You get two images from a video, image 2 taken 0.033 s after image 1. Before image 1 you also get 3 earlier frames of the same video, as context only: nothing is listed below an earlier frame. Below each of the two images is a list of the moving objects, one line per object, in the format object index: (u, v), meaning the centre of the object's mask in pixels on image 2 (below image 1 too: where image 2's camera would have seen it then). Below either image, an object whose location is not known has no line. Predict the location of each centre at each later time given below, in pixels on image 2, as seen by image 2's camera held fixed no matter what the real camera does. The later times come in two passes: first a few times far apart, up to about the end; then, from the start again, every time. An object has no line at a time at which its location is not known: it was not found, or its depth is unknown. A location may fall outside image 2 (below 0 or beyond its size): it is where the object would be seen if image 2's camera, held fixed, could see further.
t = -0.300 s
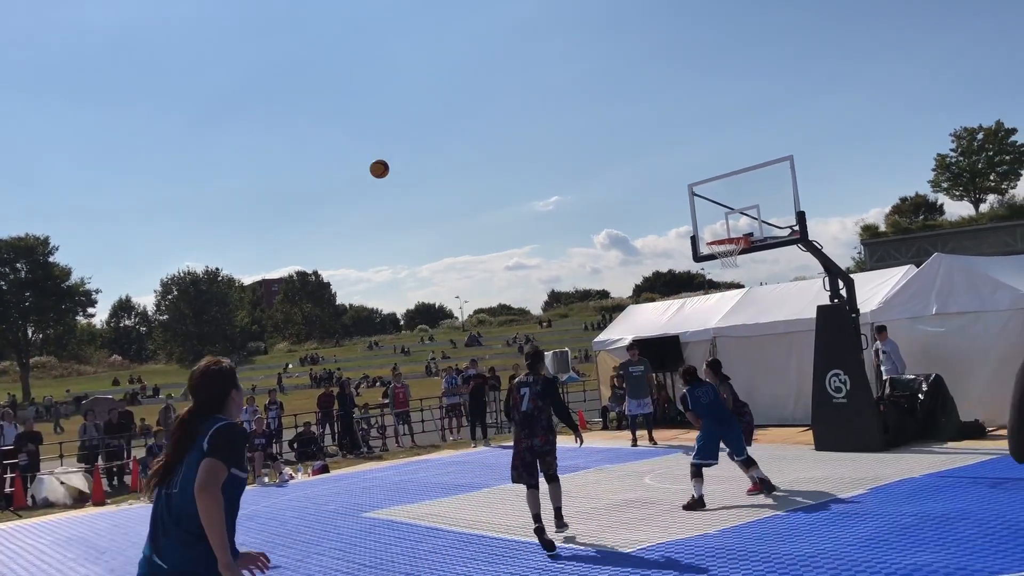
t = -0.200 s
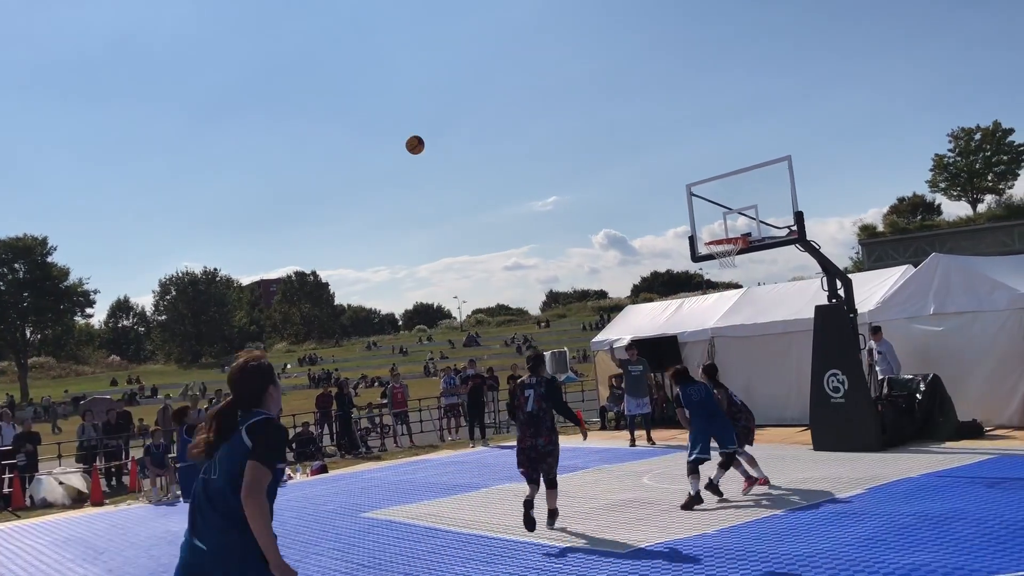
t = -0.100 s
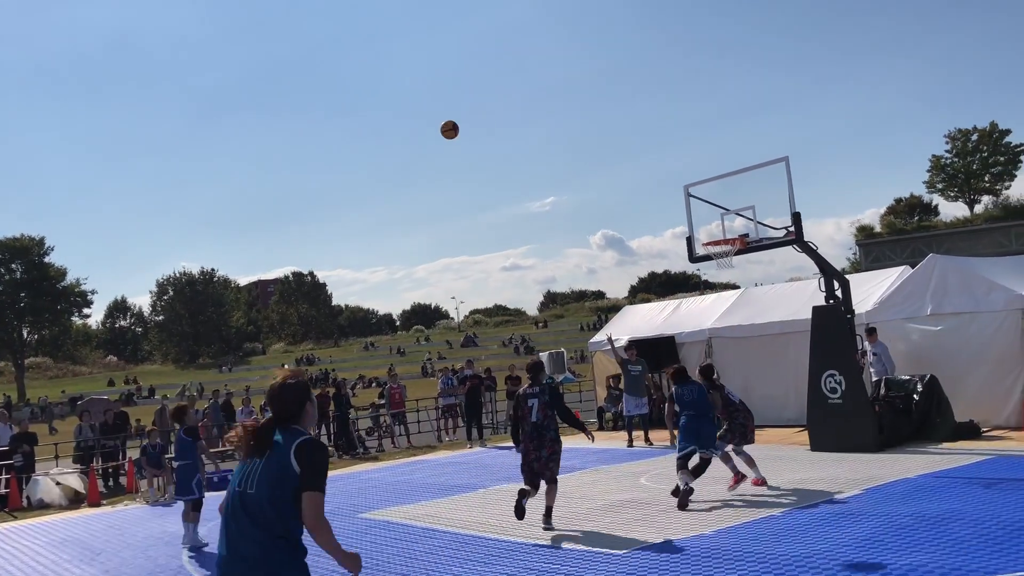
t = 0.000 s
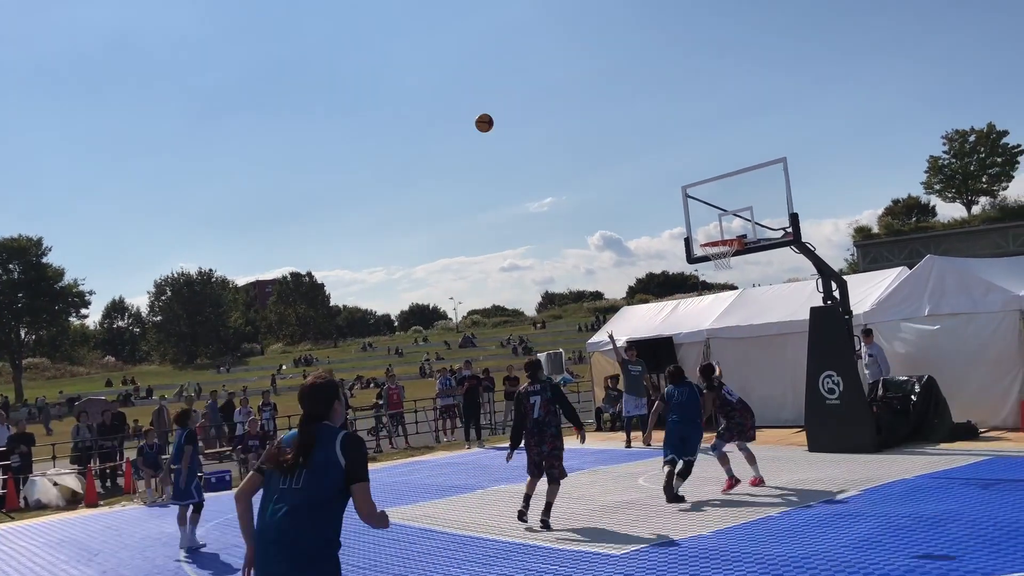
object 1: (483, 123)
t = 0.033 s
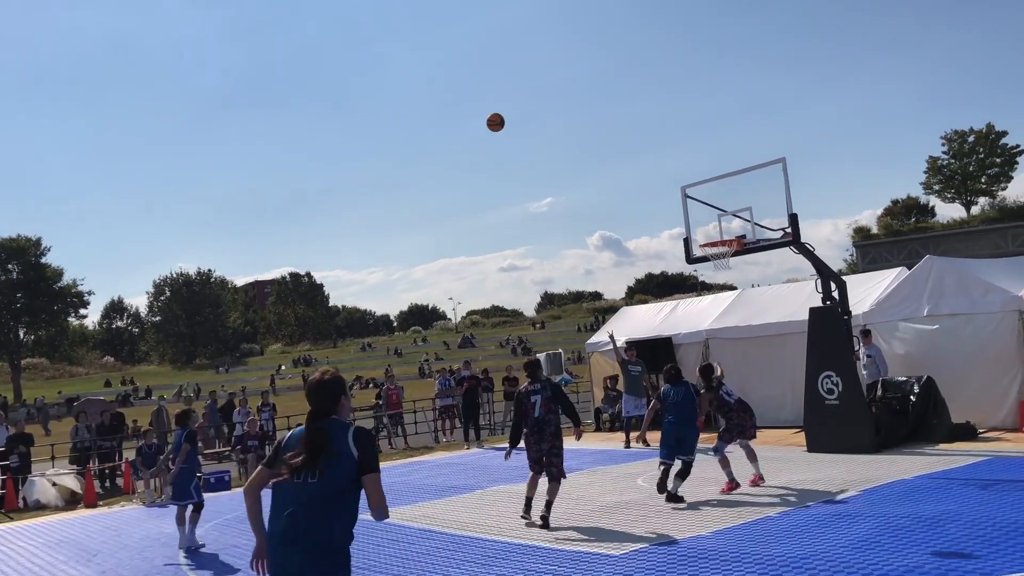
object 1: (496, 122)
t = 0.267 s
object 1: (578, 141)
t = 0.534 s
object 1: (670, 211)
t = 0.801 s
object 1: (675, 199)
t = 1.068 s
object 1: (648, 185)
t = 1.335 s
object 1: (628, 218)
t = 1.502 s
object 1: (617, 262)
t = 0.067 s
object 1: (508, 123)
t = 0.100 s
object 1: (520, 124)
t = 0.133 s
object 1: (531, 125)
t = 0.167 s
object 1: (543, 128)
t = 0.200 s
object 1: (555, 131)
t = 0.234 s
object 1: (567, 136)
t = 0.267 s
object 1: (578, 141)
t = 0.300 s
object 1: (590, 147)
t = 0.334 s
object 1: (602, 154)
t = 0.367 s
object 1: (613, 162)
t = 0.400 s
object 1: (625, 170)
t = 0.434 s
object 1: (636, 179)
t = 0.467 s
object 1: (648, 189)
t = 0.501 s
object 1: (659, 200)
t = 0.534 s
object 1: (670, 211)
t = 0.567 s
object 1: (682, 223)
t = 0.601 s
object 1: (694, 236)
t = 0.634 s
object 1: (695, 235)
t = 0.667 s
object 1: (691, 226)
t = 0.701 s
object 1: (686, 218)
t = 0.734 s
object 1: (682, 211)
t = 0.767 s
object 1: (679, 205)
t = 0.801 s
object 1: (675, 199)
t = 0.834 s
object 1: (671, 194)
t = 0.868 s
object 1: (668, 191)
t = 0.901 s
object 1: (664, 188)
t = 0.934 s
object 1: (661, 185)
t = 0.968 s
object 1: (658, 184)
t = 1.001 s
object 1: (654, 184)
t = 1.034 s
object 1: (651, 184)
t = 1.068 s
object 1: (648, 185)
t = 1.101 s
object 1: (646, 186)
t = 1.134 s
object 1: (643, 189)
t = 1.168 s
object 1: (640, 192)
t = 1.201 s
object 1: (637, 196)
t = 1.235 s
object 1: (635, 200)
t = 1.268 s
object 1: (632, 206)
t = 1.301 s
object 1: (630, 212)
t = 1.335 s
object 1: (628, 218)
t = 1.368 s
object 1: (625, 226)
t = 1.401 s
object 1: (623, 234)
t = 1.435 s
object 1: (622, 242)
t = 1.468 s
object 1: (619, 252)
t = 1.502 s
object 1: (617, 262)
